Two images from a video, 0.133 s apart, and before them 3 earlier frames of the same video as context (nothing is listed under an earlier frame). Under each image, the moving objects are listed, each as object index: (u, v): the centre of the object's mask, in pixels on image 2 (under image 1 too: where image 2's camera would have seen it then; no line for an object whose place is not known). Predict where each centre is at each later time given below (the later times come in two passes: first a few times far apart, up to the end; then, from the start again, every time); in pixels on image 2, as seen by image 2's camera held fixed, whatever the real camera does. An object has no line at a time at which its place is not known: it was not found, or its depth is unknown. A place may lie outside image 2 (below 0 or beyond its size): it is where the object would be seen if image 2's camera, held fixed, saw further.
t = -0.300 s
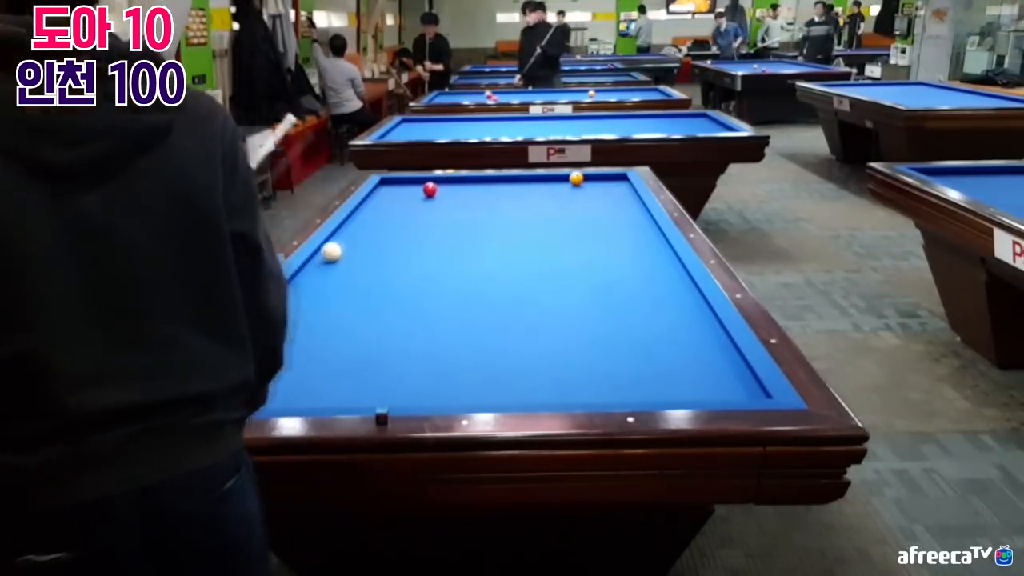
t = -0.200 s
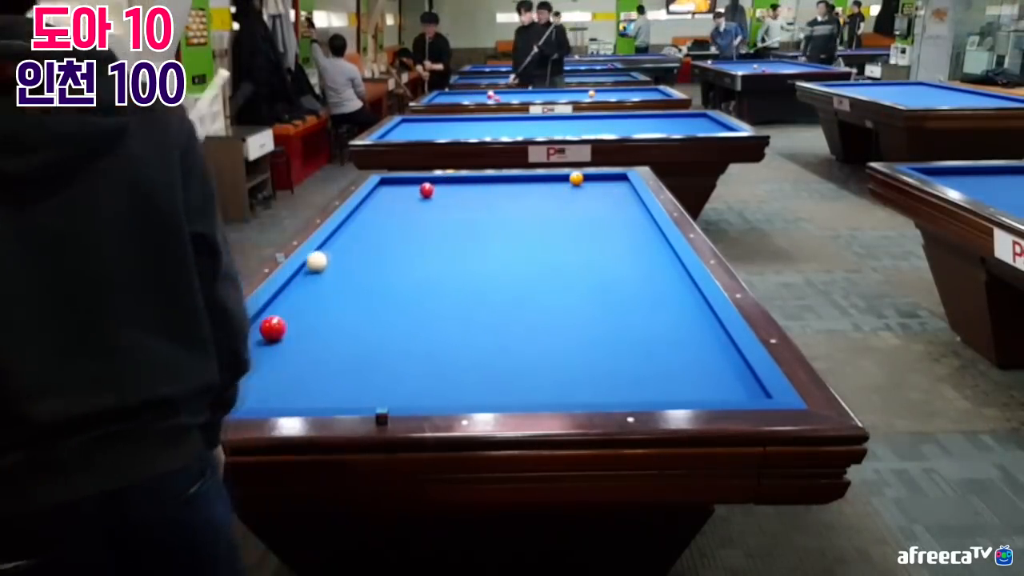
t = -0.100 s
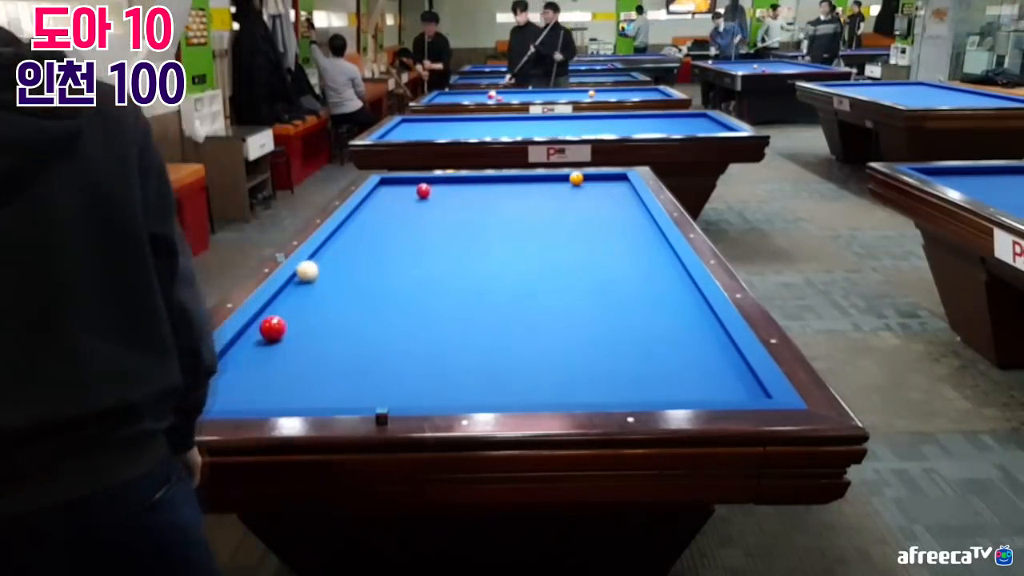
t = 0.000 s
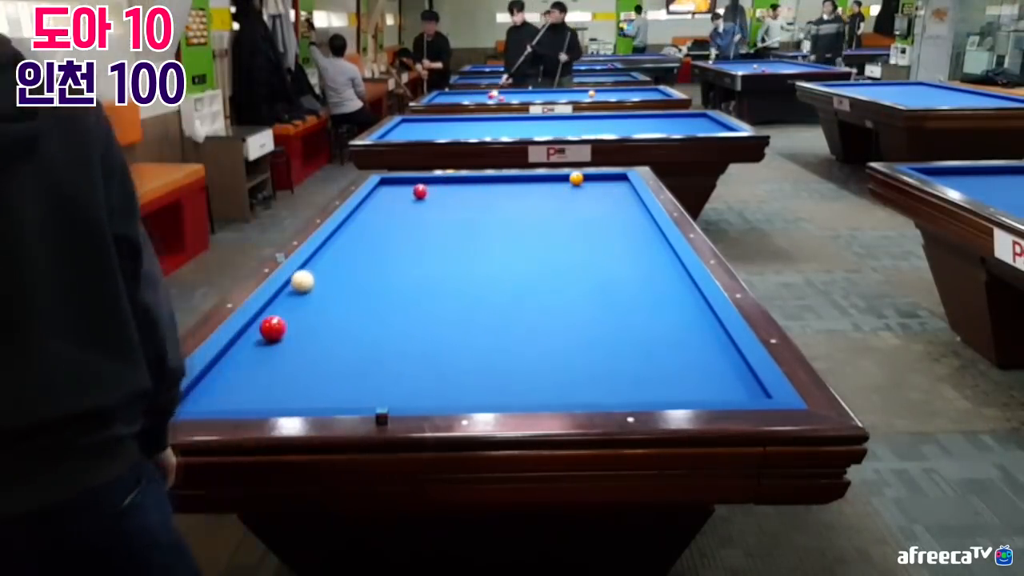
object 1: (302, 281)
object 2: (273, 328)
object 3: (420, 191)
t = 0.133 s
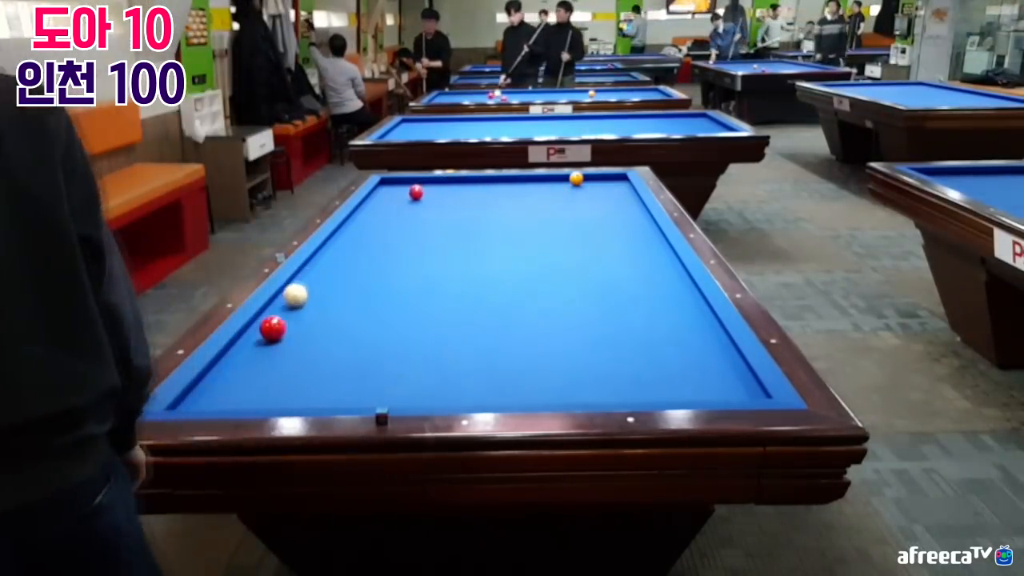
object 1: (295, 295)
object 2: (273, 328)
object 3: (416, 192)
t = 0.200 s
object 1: (292, 303)
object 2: (273, 328)
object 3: (414, 193)
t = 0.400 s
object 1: (290, 320)
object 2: (261, 339)
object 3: (407, 194)
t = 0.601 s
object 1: (298, 327)
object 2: (238, 359)
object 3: (401, 195)
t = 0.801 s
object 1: (308, 335)
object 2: (213, 383)
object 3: (395, 197)
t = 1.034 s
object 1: (319, 344)
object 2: (190, 399)
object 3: (389, 198)
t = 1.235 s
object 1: (328, 352)
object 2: (204, 388)
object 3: (384, 199)
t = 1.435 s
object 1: (338, 360)
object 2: (217, 375)
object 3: (379, 200)
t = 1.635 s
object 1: (348, 368)
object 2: (228, 363)
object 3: (375, 201)
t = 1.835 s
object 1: (358, 377)
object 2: (239, 352)
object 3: (371, 202)
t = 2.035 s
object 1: (368, 385)
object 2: (248, 342)
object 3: (367, 202)
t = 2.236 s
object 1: (378, 392)
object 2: (257, 333)
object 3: (367, 203)
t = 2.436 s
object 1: (388, 397)
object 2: (265, 325)
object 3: (368, 204)
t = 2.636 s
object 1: (397, 393)
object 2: (273, 317)
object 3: (368, 205)
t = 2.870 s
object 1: (407, 389)
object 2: (281, 309)
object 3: (369, 206)
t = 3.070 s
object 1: (415, 386)
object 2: (288, 303)
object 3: (370, 206)
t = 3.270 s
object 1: (422, 382)
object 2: (294, 297)
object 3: (371, 207)
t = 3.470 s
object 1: (427, 378)
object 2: (300, 292)
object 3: (371, 207)
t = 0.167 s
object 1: (293, 300)
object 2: (273, 328)
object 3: (415, 192)
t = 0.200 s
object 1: (292, 303)
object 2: (273, 328)
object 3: (414, 193)
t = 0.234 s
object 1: (290, 307)
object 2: (273, 328)
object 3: (413, 193)
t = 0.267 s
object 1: (288, 311)
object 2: (273, 328)
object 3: (412, 193)
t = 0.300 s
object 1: (287, 315)
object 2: (273, 329)
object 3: (410, 193)
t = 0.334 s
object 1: (287, 317)
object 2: (271, 331)
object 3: (410, 194)
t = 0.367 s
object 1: (287, 319)
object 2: (266, 334)
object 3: (408, 194)
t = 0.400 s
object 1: (290, 320)
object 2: (261, 339)
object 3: (407, 194)
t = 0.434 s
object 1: (291, 321)
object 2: (258, 342)
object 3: (406, 194)
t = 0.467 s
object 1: (292, 322)
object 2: (253, 346)
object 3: (405, 195)
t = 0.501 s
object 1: (294, 324)
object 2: (249, 349)
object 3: (404, 195)
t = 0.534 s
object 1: (296, 325)
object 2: (245, 353)
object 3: (403, 195)
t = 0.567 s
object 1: (297, 326)
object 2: (242, 356)
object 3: (402, 195)
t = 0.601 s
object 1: (298, 327)
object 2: (238, 359)
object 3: (401, 195)
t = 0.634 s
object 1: (300, 328)
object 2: (234, 363)
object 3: (400, 196)
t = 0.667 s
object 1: (301, 330)
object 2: (230, 367)
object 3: (399, 196)
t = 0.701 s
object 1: (303, 331)
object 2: (226, 370)
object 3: (399, 196)
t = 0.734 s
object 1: (304, 332)
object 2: (222, 374)
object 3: (398, 196)
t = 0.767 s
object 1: (306, 333)
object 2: (217, 378)
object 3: (396, 196)
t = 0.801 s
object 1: (308, 335)
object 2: (213, 383)
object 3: (395, 197)
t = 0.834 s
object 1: (309, 336)
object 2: (208, 386)
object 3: (394, 197)
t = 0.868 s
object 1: (311, 337)
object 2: (204, 391)
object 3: (394, 197)
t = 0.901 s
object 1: (312, 338)
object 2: (201, 393)
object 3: (393, 197)
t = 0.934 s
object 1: (313, 338)
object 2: (199, 394)
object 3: (393, 197)
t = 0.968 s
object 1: (315, 341)
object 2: (191, 399)
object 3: (391, 197)
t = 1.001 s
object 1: (317, 342)
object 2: (188, 400)
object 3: (390, 198)
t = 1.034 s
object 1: (319, 344)
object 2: (190, 399)
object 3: (389, 198)
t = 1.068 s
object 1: (320, 345)
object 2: (191, 397)
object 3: (388, 198)
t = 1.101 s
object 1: (321, 346)
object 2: (194, 396)
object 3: (388, 198)
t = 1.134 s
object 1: (324, 348)
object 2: (197, 394)
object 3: (386, 198)
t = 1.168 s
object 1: (325, 349)
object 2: (199, 392)
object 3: (386, 198)
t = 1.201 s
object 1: (327, 350)
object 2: (201, 390)
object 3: (385, 199)
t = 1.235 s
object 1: (328, 352)
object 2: (204, 388)
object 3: (384, 199)
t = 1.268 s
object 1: (329, 353)
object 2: (205, 386)
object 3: (383, 199)
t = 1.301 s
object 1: (331, 354)
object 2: (208, 383)
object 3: (382, 199)
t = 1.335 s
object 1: (333, 356)
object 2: (210, 381)
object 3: (382, 199)
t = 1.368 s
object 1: (334, 357)
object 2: (212, 379)
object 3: (381, 199)
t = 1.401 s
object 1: (336, 359)
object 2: (215, 377)
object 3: (380, 200)
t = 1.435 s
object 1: (338, 360)
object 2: (217, 375)
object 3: (379, 200)
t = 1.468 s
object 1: (339, 361)
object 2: (219, 373)
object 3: (379, 200)
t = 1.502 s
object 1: (341, 363)
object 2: (221, 370)
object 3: (378, 200)
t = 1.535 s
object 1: (342, 364)
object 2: (222, 369)
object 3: (377, 200)
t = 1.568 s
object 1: (344, 365)
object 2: (224, 367)
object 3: (376, 200)
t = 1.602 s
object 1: (346, 367)
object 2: (226, 365)
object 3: (376, 200)
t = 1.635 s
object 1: (348, 368)
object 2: (228, 363)
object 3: (375, 201)
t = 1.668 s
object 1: (349, 369)
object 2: (230, 361)
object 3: (374, 201)
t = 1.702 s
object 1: (351, 371)
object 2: (232, 359)
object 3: (373, 201)
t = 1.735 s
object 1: (352, 372)
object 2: (233, 357)
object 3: (373, 201)
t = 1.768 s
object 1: (354, 374)
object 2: (235, 355)
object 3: (372, 201)
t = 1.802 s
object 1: (356, 375)
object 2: (237, 353)
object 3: (371, 201)
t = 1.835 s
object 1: (358, 377)
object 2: (239, 352)
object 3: (371, 202)
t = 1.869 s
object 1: (359, 378)
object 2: (240, 350)
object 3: (370, 201)
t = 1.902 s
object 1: (361, 379)
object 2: (242, 348)
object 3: (369, 202)
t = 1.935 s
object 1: (362, 380)
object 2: (243, 347)
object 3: (369, 202)
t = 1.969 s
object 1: (364, 382)
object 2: (245, 345)
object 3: (368, 202)
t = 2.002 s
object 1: (366, 384)
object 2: (247, 343)
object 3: (367, 203)
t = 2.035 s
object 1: (368, 385)
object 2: (248, 342)
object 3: (367, 202)
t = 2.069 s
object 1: (369, 386)
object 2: (249, 340)
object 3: (366, 203)
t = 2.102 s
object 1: (371, 388)
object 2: (251, 339)
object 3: (367, 203)
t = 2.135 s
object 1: (373, 389)
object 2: (253, 337)
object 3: (366, 203)
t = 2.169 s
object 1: (374, 390)
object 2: (254, 335)
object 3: (367, 203)
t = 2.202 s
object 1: (376, 391)
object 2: (256, 334)
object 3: (367, 203)
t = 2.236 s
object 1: (378, 392)
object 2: (257, 333)
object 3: (367, 203)
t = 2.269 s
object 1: (379, 393)
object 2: (258, 331)
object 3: (367, 204)
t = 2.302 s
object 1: (381, 394)
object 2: (260, 330)
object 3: (367, 204)
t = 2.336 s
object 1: (383, 395)
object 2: (261, 329)
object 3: (367, 204)
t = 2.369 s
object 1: (384, 396)
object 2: (262, 327)
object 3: (367, 204)
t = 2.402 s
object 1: (386, 397)
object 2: (264, 326)
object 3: (367, 204)
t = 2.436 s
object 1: (388, 397)
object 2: (265, 325)
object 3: (368, 204)
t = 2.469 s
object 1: (389, 396)
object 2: (267, 323)
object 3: (368, 204)
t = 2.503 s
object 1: (391, 396)
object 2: (268, 322)
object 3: (368, 204)
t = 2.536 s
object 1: (392, 395)
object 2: (268, 321)
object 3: (368, 204)
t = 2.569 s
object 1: (393, 395)
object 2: (270, 320)
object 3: (368, 204)
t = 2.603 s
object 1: (396, 394)
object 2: (272, 318)
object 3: (368, 205)
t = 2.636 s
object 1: (397, 393)
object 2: (273, 317)
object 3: (368, 205)
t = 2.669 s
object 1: (399, 392)
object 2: (274, 316)
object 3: (368, 205)
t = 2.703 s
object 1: (400, 392)
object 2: (275, 315)
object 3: (369, 205)
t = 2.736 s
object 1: (402, 391)
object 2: (277, 313)
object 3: (369, 205)
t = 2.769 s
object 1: (403, 391)
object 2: (278, 312)
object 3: (369, 205)
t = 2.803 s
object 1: (404, 390)
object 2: (279, 311)
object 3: (369, 205)
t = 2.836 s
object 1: (405, 390)
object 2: (280, 310)
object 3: (369, 205)
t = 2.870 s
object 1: (407, 389)
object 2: (281, 309)
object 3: (369, 206)
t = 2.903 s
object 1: (408, 388)
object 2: (282, 308)
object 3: (370, 205)
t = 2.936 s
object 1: (410, 388)
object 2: (283, 307)
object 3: (369, 206)
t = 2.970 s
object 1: (410, 387)
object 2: (284, 306)
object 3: (370, 206)
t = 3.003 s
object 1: (411, 387)
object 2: (285, 306)
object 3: (370, 206)
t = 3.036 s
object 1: (413, 386)
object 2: (286, 304)
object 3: (370, 206)
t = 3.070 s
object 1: (415, 386)
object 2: (288, 303)
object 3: (370, 206)
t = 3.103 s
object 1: (416, 385)
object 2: (289, 302)
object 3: (370, 206)
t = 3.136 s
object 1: (417, 384)
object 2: (290, 300)
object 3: (370, 206)
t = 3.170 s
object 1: (418, 384)
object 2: (291, 299)
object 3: (370, 206)
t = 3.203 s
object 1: (419, 383)
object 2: (292, 299)
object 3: (370, 206)
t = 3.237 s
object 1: (420, 382)
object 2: (293, 298)
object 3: (371, 206)
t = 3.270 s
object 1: (422, 382)
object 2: (294, 297)
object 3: (371, 207)
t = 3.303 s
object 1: (423, 381)
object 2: (295, 296)
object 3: (371, 207)
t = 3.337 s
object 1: (424, 381)
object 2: (296, 295)
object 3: (371, 207)
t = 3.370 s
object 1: (425, 380)
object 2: (297, 294)
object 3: (371, 207)
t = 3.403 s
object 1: (426, 379)
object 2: (298, 293)
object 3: (371, 207)
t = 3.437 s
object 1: (426, 379)
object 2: (299, 293)
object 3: (371, 207)
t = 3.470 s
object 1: (427, 378)
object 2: (300, 292)
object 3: (371, 207)
